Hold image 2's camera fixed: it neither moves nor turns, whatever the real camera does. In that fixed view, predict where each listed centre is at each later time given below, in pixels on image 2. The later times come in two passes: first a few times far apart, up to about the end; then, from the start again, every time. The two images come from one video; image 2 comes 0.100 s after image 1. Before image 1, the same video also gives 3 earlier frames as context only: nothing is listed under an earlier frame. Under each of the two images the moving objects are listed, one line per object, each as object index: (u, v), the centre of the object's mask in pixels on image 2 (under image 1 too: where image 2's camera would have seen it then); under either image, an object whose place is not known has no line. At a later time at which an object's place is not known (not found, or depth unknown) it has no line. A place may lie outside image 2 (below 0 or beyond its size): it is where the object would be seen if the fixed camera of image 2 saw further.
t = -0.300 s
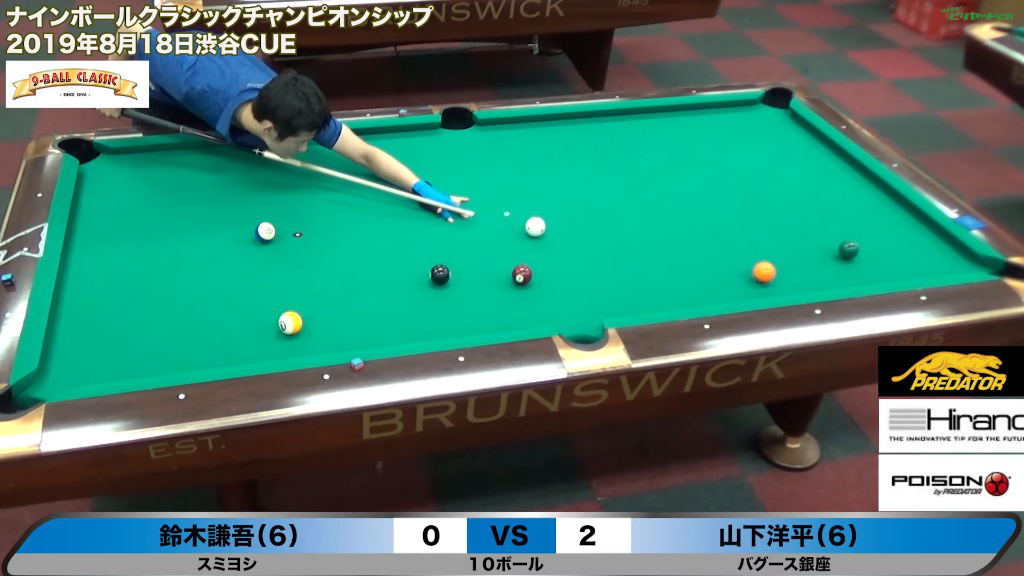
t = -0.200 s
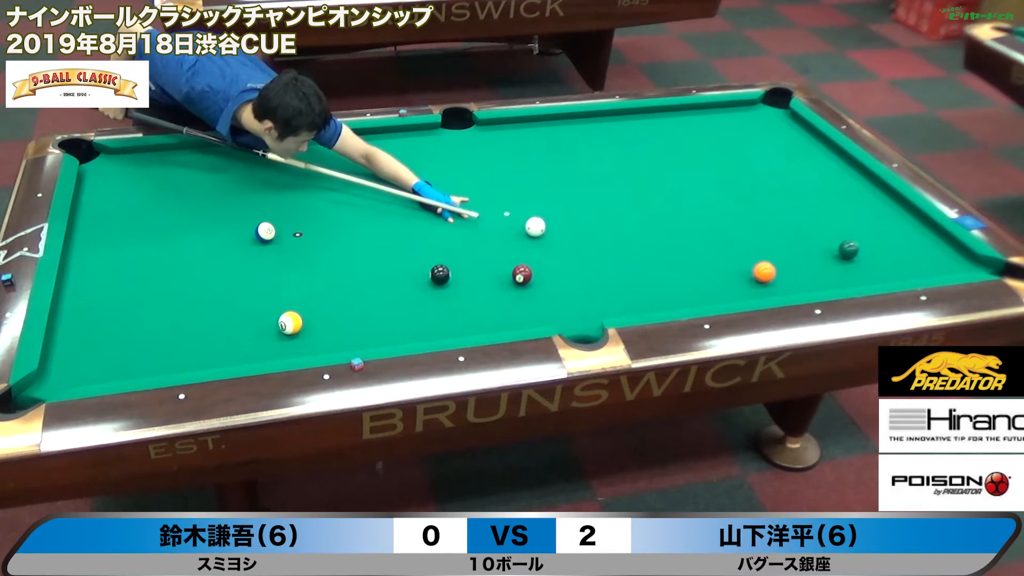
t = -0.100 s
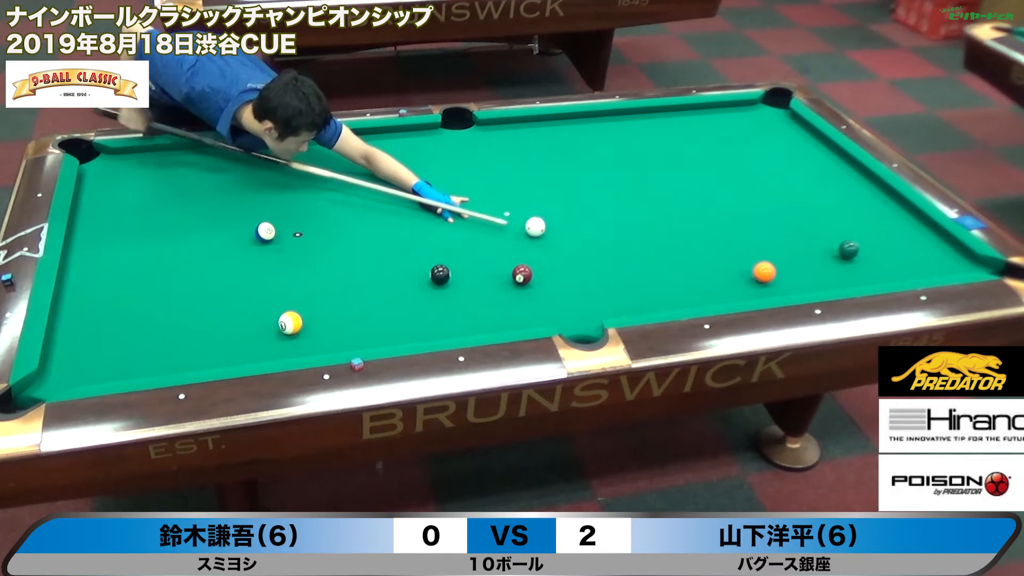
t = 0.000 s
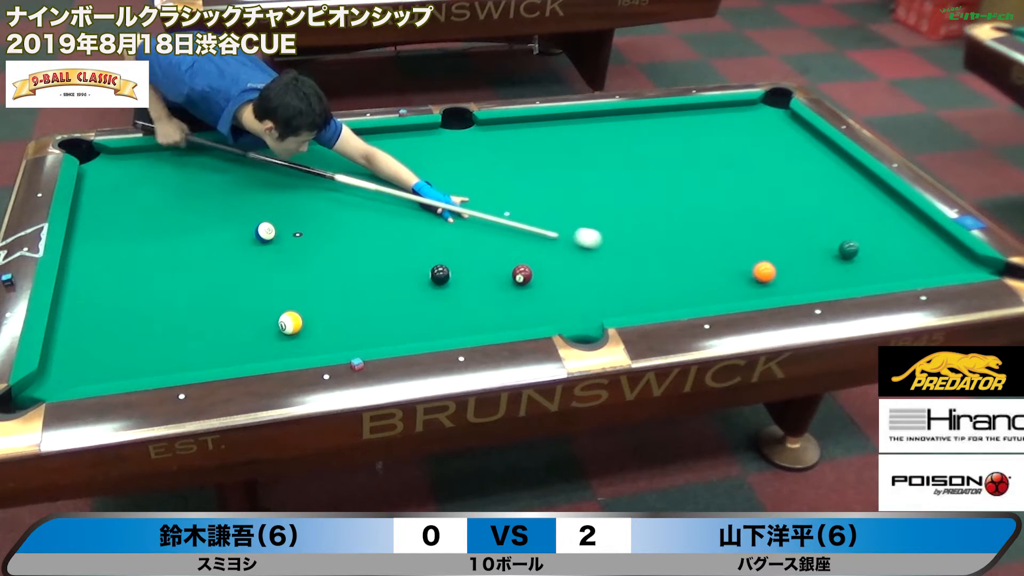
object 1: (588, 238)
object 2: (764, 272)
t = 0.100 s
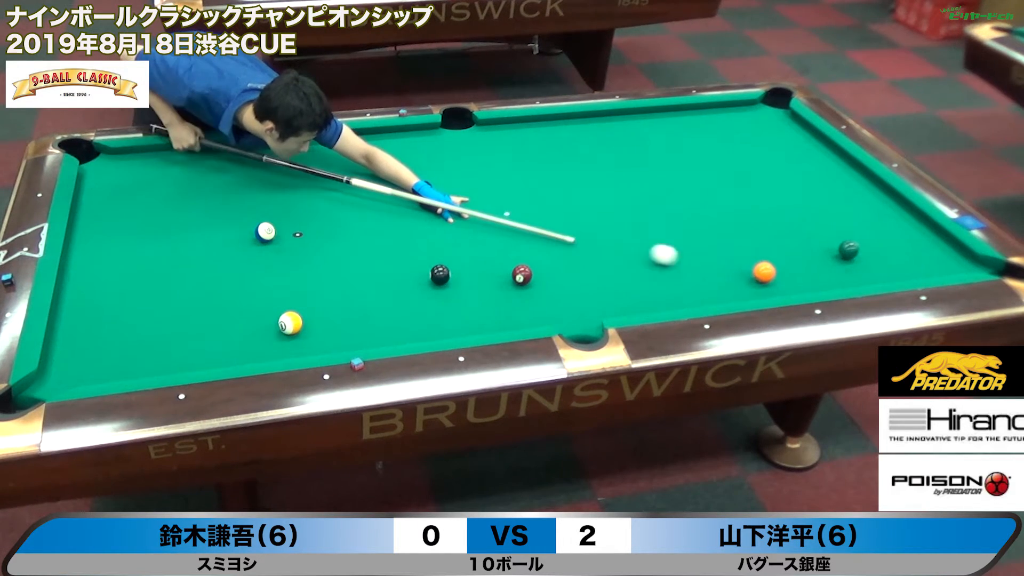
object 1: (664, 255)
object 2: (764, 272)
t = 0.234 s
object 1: (746, 275)
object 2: (775, 272)
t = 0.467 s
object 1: (752, 291)
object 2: (884, 272)
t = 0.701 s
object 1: (726, 281)
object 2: (964, 266)
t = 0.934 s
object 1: (702, 271)
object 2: (998, 274)
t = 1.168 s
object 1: (680, 261)
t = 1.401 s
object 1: (660, 253)
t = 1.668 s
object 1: (639, 244)
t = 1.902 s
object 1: (622, 237)
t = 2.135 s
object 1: (607, 231)
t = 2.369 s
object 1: (593, 225)
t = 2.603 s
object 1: (581, 220)
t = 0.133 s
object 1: (688, 260)
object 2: (764, 272)
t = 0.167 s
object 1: (712, 265)
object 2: (764, 272)
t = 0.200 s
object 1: (735, 270)
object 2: (764, 272)
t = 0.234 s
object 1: (746, 275)
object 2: (775, 272)
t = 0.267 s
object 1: (749, 280)
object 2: (793, 272)
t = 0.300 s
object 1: (752, 284)
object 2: (810, 272)
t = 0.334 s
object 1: (754, 287)
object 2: (827, 272)
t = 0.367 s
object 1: (756, 290)
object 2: (842, 272)
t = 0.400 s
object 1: (758, 292)
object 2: (856, 272)
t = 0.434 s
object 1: (756, 292)
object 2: (871, 272)
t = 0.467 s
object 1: (752, 291)
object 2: (884, 272)
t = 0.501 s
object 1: (748, 290)
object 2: (897, 272)
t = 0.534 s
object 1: (744, 289)
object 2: (910, 271)
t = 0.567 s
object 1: (741, 287)
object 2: (923, 271)
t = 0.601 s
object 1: (737, 286)
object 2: (936, 271)
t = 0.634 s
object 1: (733, 284)
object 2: (946, 269)
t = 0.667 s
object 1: (730, 283)
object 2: (955, 267)
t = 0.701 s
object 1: (726, 281)
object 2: (964, 266)
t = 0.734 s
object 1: (723, 279)
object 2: (973, 264)
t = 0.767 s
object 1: (719, 278)
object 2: (981, 263)
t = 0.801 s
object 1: (716, 277)
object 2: (987, 264)
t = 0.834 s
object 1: (712, 275)
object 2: (990, 266)
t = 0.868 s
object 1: (709, 274)
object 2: (992, 270)
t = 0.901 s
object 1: (706, 272)
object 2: (996, 273)
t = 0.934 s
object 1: (702, 271)
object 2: (998, 274)
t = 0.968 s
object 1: (699, 269)
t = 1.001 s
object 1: (696, 268)
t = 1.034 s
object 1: (693, 267)
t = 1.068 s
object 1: (689, 266)
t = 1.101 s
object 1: (686, 264)
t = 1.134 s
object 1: (683, 263)
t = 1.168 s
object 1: (680, 261)
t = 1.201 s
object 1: (677, 260)
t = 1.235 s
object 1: (674, 259)
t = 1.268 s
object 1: (671, 258)
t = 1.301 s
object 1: (669, 256)
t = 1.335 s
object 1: (666, 255)
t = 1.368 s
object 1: (663, 254)
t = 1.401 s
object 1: (660, 253)
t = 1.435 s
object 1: (657, 252)
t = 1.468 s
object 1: (655, 250)
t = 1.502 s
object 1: (652, 249)
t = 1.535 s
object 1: (649, 248)
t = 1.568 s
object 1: (647, 247)
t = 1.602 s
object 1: (644, 246)
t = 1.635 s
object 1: (641, 245)
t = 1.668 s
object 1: (639, 244)
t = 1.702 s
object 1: (636, 243)
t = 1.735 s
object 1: (634, 242)
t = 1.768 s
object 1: (631, 241)
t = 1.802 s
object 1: (629, 240)
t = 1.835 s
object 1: (627, 239)
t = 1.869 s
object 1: (624, 238)
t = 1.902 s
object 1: (622, 237)
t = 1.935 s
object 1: (620, 236)
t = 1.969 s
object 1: (617, 235)
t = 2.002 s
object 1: (615, 234)
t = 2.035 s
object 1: (613, 233)
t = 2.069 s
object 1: (611, 233)
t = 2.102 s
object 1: (609, 232)
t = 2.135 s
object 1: (607, 231)
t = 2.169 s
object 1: (605, 230)
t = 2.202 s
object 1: (603, 229)
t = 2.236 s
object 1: (601, 228)
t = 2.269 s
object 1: (599, 228)
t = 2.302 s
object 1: (597, 227)
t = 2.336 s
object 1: (595, 226)
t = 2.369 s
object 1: (593, 225)
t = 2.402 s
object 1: (591, 225)
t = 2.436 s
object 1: (589, 224)
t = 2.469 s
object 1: (588, 223)
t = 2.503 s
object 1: (586, 222)
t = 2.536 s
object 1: (584, 222)
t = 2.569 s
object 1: (582, 221)
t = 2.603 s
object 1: (581, 220)
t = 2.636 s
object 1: (579, 219)
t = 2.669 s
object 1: (577, 219)
